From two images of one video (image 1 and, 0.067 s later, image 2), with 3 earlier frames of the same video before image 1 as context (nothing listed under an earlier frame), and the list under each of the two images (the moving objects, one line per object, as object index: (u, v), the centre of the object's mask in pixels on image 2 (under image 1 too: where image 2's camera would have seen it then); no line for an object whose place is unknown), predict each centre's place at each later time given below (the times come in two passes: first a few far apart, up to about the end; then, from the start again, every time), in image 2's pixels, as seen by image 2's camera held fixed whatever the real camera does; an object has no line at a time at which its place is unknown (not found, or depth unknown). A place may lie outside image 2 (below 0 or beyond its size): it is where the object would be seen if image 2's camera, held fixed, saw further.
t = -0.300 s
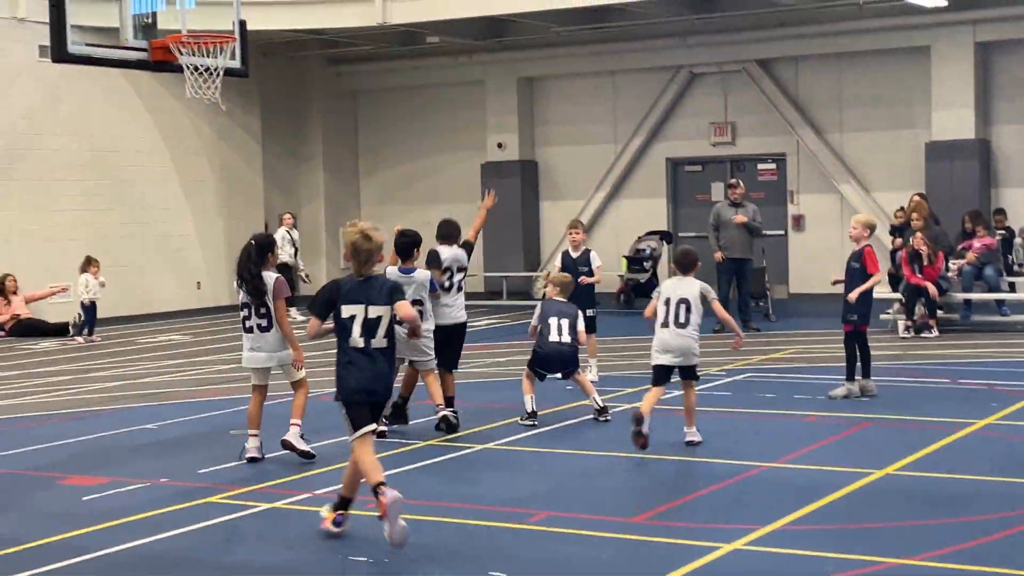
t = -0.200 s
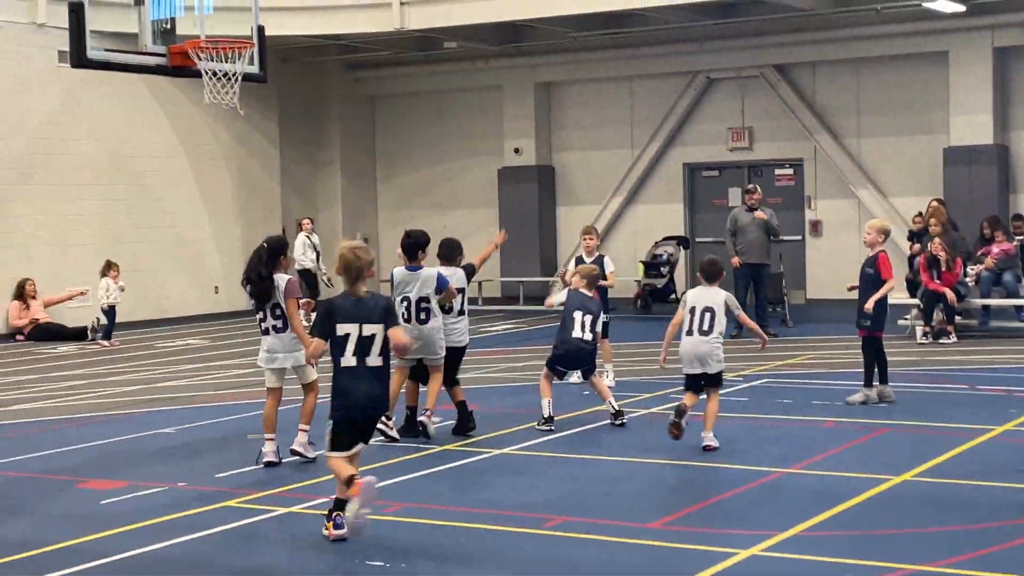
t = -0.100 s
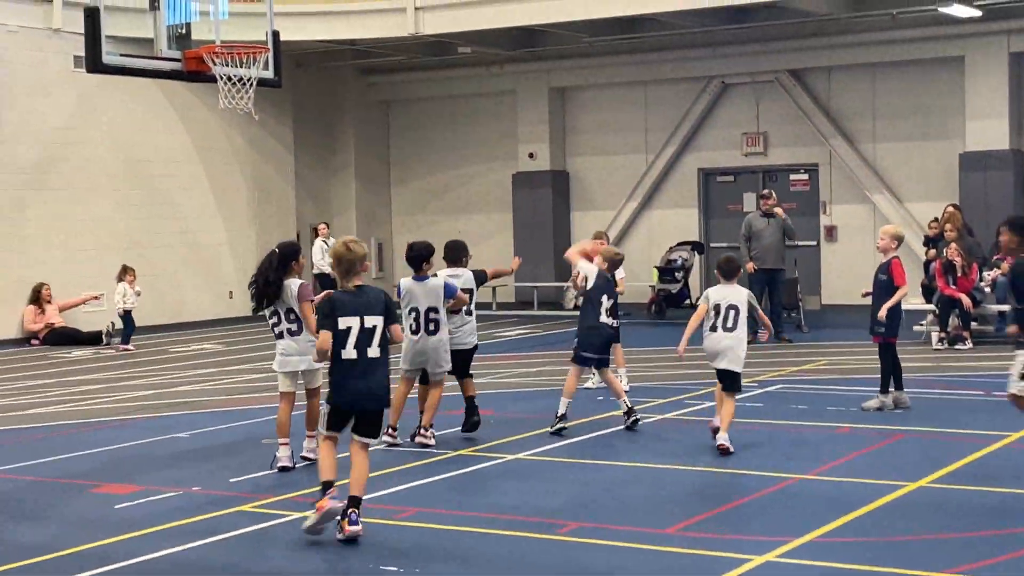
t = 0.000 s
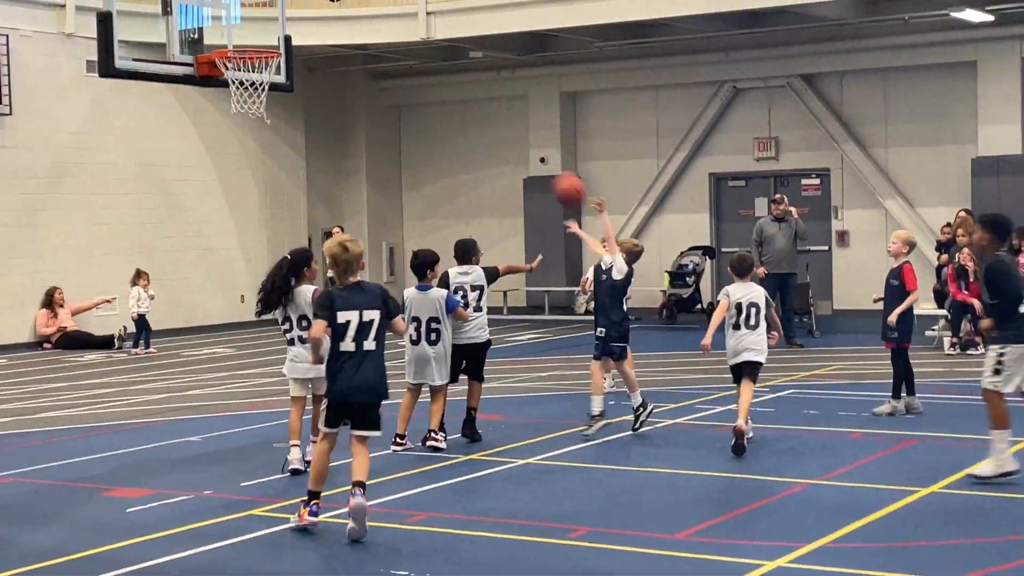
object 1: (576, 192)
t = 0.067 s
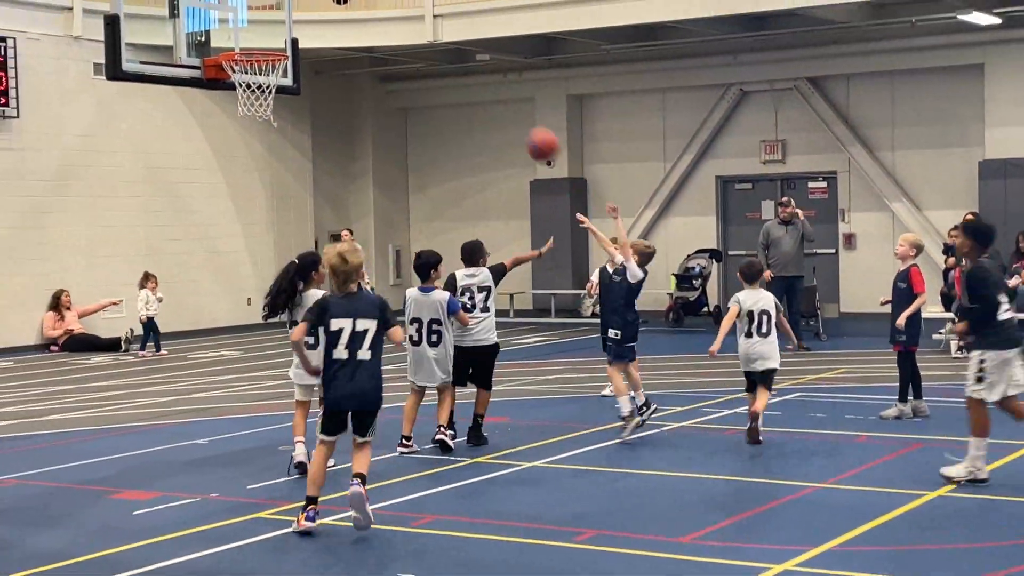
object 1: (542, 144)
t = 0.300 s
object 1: (431, 29)
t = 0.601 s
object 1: (296, -7)
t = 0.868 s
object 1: (276, 42)
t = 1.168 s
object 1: (259, 52)
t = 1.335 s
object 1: (249, 113)
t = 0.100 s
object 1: (526, 123)
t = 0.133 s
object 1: (510, 103)
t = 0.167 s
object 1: (494, 85)
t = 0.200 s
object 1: (478, 69)
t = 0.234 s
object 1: (463, 54)
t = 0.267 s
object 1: (448, 41)
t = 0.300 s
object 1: (431, 29)
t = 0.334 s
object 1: (416, 19)
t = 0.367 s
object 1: (401, 11)
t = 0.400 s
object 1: (386, 3)
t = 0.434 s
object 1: (371, 0)
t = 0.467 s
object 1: (357, -2)
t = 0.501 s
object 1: (341, -4)
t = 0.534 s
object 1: (327, -5)
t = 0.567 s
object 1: (311, -6)
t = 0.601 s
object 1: (296, -7)
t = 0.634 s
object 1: (281, -6)
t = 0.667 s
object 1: (267, -3)
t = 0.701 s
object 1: (253, 3)
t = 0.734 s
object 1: (251, 9)
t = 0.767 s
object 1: (256, 16)
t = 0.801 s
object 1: (263, 24)
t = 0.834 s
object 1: (269, 33)
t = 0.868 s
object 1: (276, 42)
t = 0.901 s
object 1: (275, 39)
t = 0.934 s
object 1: (273, 37)
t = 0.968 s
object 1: (270, 34)
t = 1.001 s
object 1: (268, 33)
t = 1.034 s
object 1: (266, 34)
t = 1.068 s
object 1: (264, 36)
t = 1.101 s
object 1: (262, 39)
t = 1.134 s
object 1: (261, 45)
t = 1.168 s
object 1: (259, 52)
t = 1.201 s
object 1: (258, 61)
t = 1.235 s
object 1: (256, 72)
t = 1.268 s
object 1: (254, 84)
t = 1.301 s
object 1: (251, 98)
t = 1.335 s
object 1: (249, 113)
